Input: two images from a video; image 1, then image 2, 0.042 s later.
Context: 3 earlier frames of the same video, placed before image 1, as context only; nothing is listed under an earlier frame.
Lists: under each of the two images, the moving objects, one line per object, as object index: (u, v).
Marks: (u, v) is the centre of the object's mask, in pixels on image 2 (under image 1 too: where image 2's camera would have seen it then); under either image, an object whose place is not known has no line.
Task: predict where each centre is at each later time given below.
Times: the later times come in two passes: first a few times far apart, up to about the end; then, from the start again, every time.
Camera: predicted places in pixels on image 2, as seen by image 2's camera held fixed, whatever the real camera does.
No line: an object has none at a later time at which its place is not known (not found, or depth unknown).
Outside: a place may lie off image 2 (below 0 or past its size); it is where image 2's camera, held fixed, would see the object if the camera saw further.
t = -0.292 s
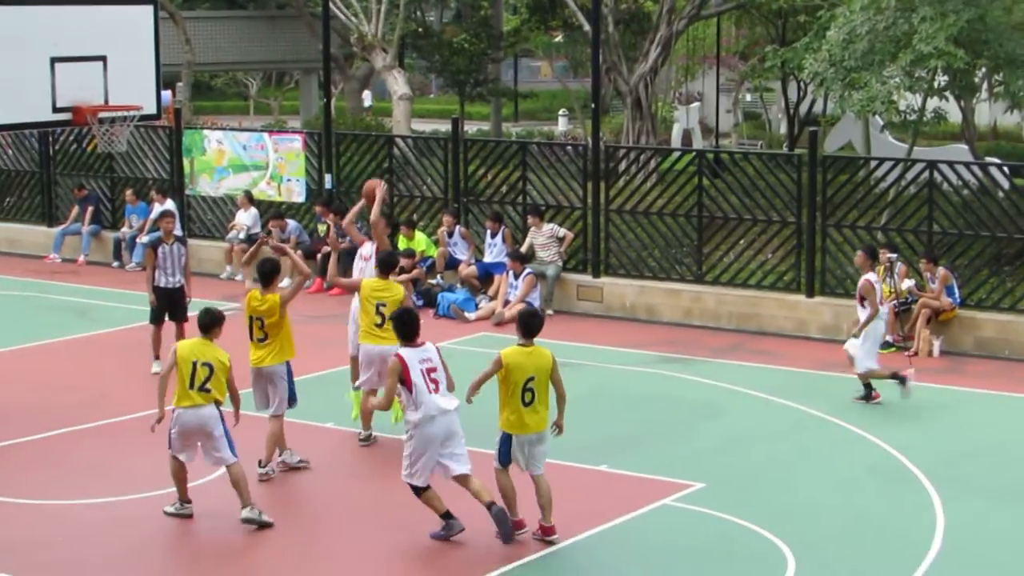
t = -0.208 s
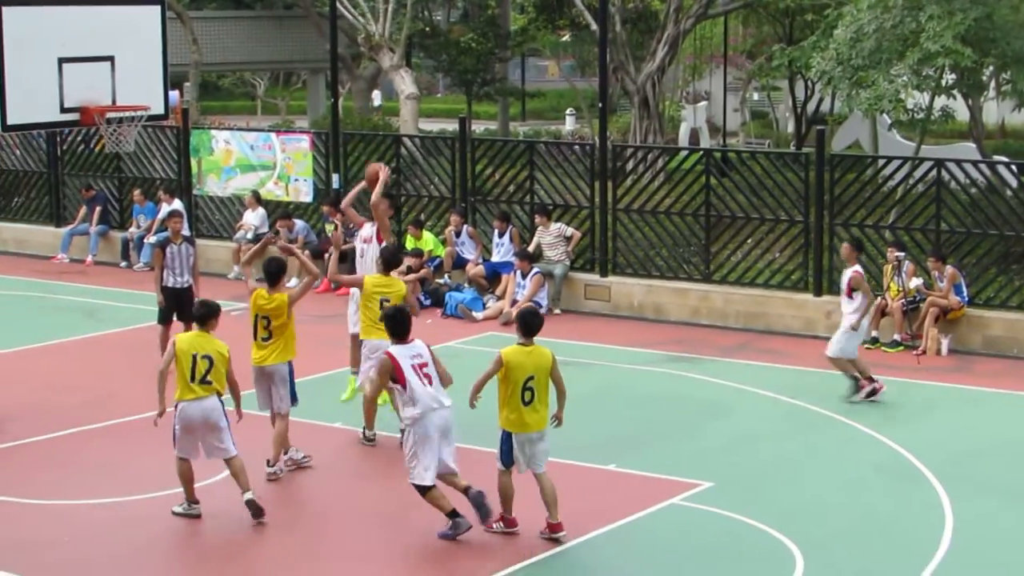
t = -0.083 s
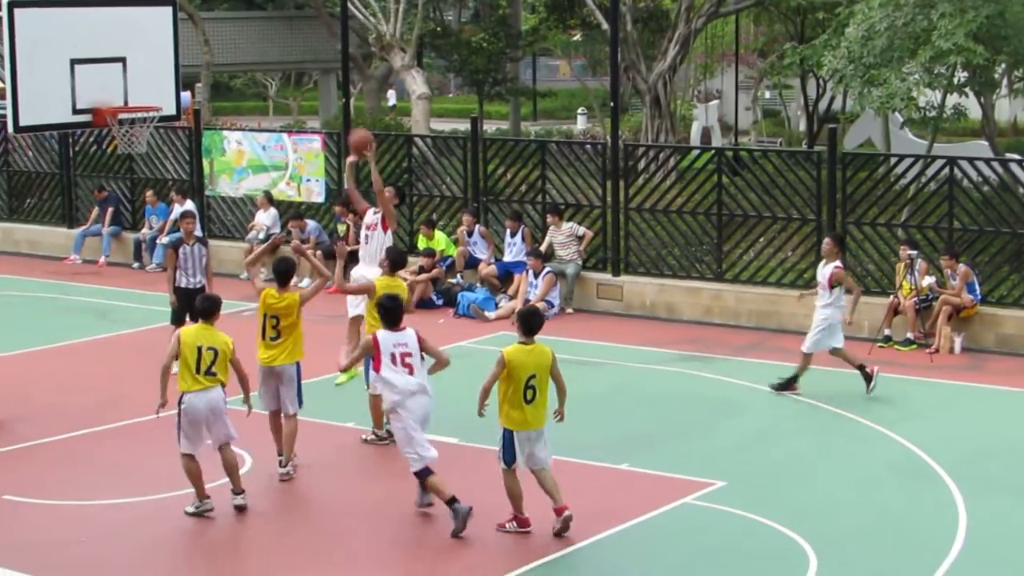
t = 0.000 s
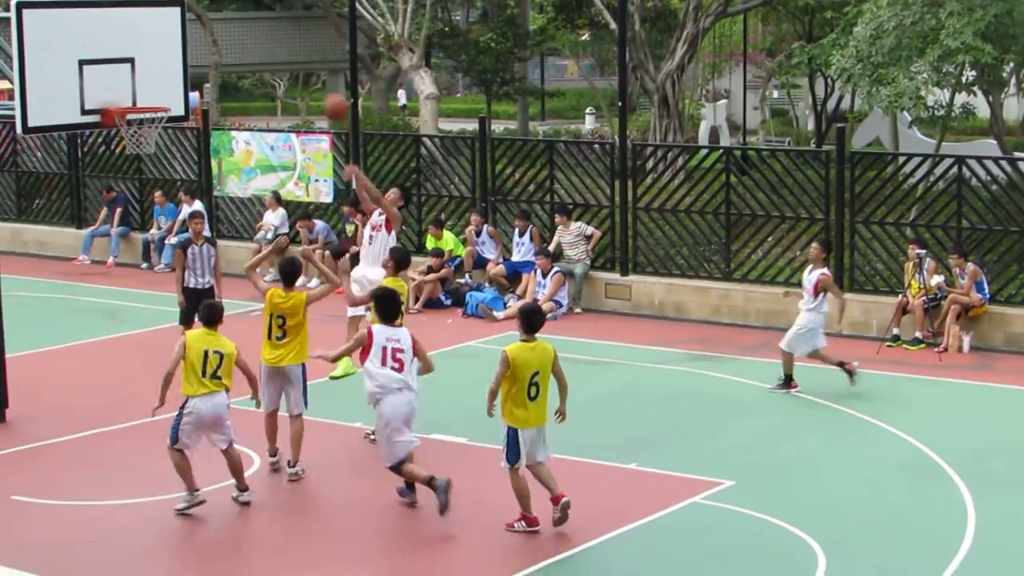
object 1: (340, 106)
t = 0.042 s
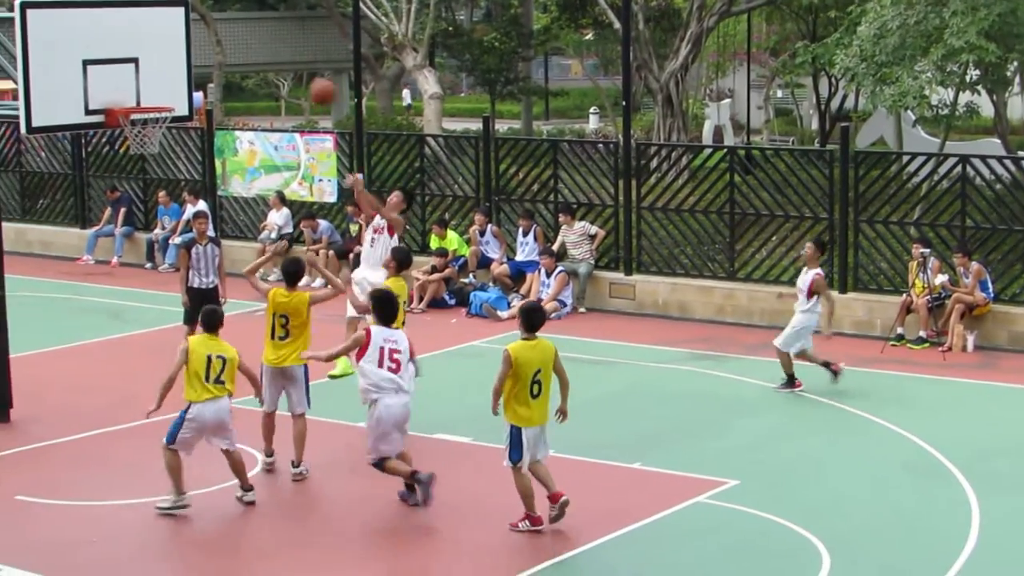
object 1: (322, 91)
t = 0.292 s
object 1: (218, 40)
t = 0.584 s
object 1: (172, 65)
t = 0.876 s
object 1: (133, 99)
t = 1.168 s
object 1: (150, 103)
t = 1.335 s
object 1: (151, 134)
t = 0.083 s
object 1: (304, 78)
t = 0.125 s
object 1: (287, 67)
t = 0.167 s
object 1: (271, 58)
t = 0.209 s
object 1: (253, 50)
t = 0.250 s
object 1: (235, 44)
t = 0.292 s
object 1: (218, 40)
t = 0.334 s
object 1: (199, 37)
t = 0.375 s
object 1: (187, 37)
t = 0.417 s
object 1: (184, 39)
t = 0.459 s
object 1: (181, 42)
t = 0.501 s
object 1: (178, 48)
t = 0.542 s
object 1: (175, 55)
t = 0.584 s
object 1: (172, 65)
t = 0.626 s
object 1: (169, 77)
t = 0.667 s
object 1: (166, 91)
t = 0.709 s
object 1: (160, 94)
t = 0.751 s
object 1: (153, 94)
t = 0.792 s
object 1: (145, 95)
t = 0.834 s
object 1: (138, 97)
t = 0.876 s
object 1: (133, 99)
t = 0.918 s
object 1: (135, 96)
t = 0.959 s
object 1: (138, 94)
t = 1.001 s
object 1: (140, 94)
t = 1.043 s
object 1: (142, 95)
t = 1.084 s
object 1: (144, 97)
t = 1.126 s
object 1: (146, 100)
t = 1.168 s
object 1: (150, 103)
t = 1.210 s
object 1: (149, 117)
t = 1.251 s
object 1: (149, 120)
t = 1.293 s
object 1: (152, 130)
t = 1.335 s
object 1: (151, 134)
